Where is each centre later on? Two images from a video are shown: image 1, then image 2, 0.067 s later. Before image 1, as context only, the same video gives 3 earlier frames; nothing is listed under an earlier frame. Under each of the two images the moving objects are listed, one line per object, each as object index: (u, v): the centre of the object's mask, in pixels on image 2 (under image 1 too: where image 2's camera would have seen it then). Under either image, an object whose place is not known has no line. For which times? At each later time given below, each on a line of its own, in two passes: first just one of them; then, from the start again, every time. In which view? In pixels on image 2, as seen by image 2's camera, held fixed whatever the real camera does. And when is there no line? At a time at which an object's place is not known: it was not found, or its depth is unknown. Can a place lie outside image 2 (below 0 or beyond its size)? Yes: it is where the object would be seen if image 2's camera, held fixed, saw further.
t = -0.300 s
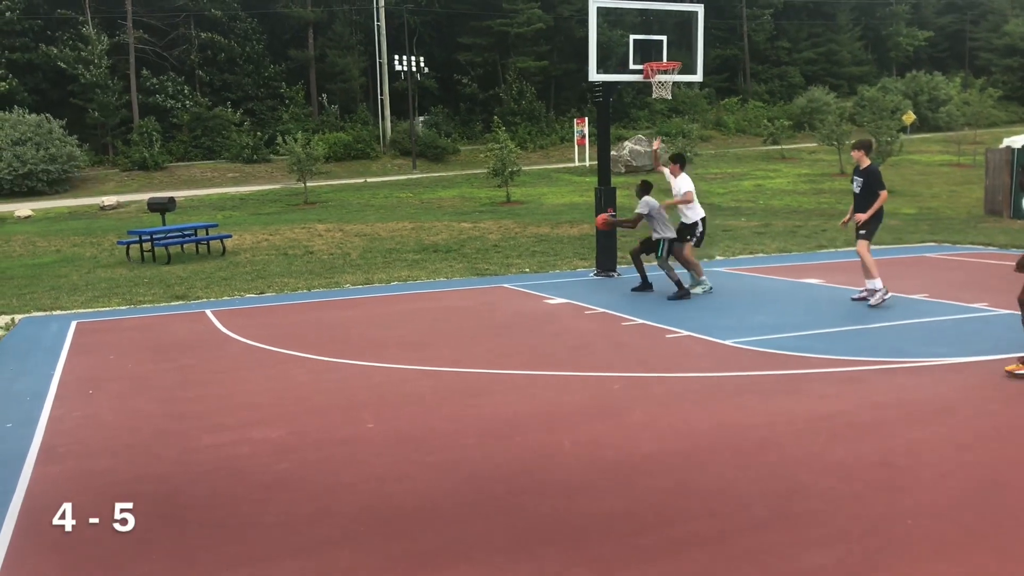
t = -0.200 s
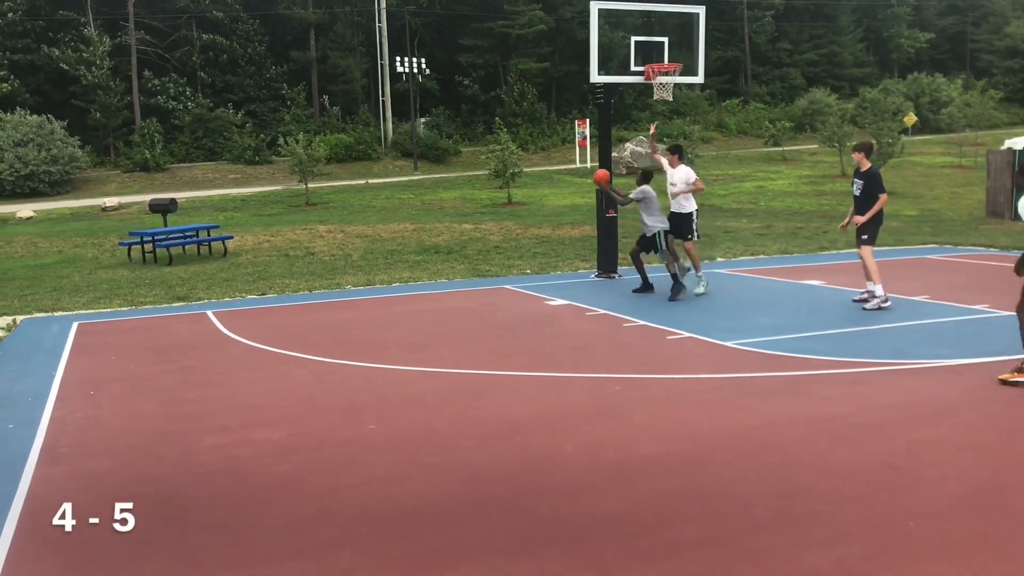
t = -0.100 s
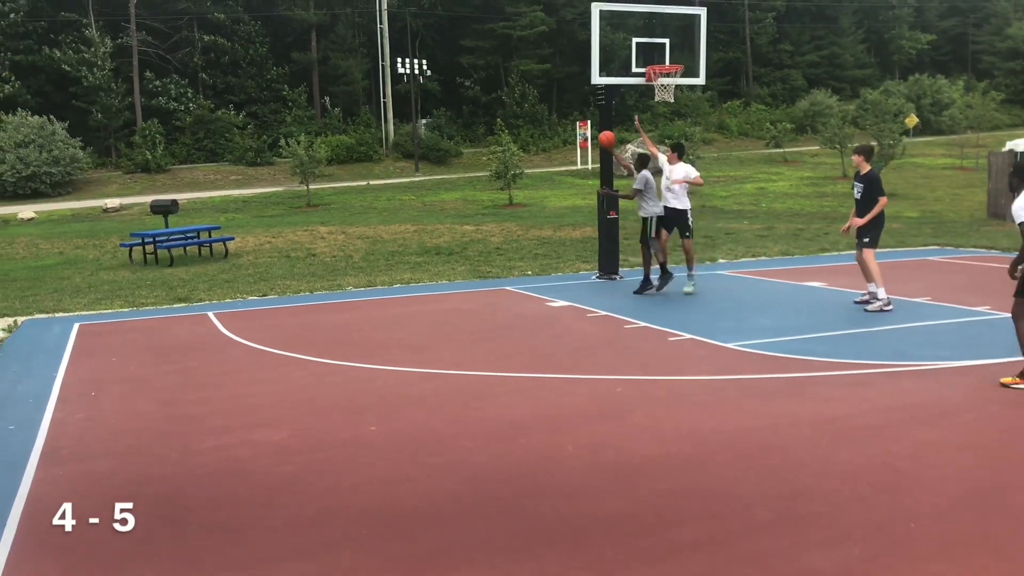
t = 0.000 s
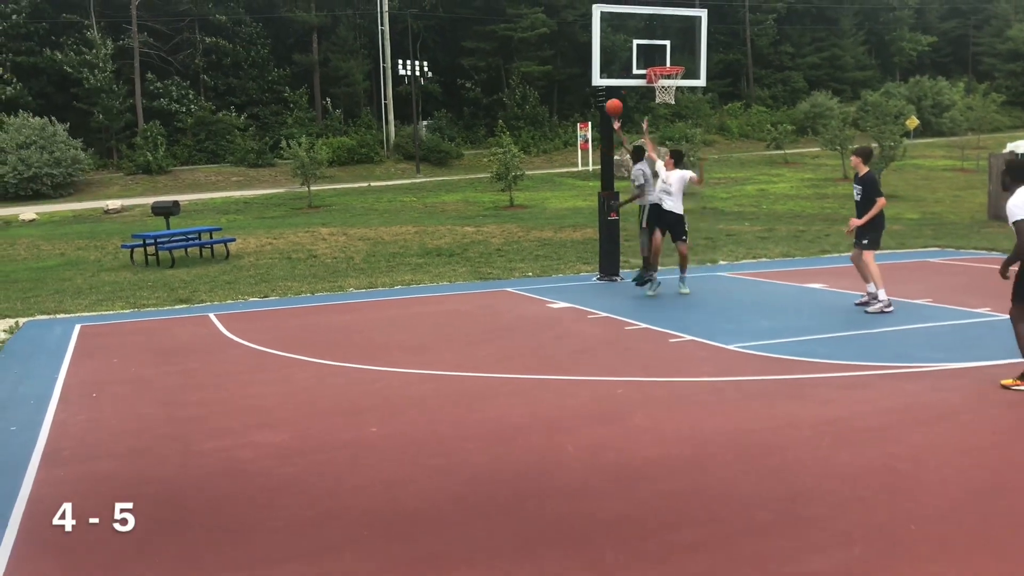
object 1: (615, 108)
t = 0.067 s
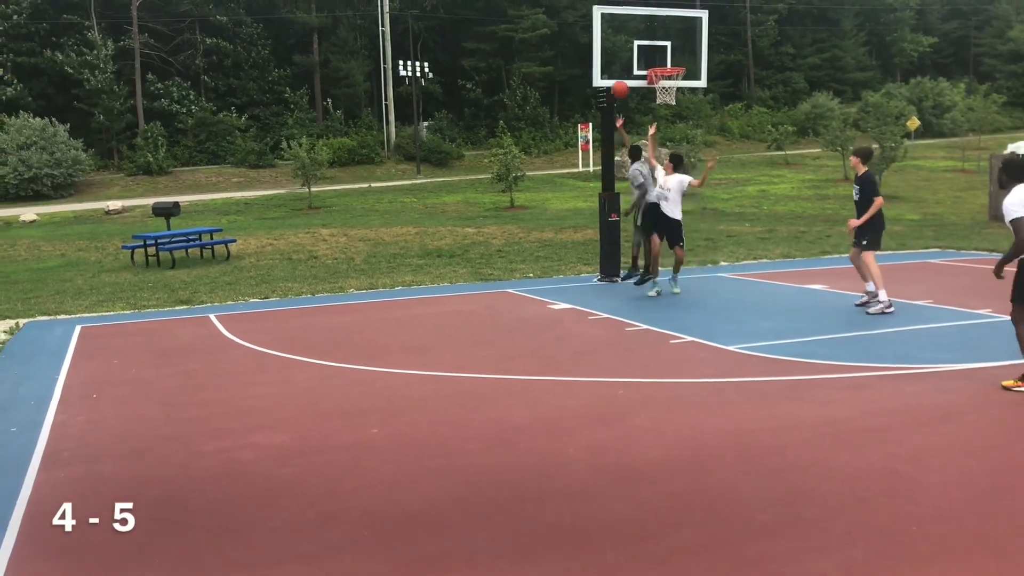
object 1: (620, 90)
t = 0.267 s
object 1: (635, 52)
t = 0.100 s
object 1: (622, 81)
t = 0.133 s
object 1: (624, 73)
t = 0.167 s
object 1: (627, 67)
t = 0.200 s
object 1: (630, 61)
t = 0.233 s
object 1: (633, 56)
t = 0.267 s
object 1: (635, 52)
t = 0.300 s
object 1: (638, 49)
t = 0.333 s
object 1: (641, 46)
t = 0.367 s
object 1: (643, 45)
